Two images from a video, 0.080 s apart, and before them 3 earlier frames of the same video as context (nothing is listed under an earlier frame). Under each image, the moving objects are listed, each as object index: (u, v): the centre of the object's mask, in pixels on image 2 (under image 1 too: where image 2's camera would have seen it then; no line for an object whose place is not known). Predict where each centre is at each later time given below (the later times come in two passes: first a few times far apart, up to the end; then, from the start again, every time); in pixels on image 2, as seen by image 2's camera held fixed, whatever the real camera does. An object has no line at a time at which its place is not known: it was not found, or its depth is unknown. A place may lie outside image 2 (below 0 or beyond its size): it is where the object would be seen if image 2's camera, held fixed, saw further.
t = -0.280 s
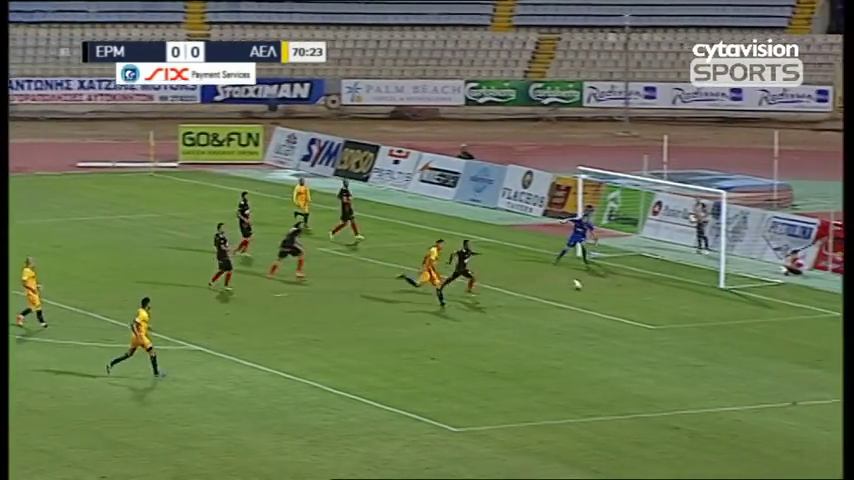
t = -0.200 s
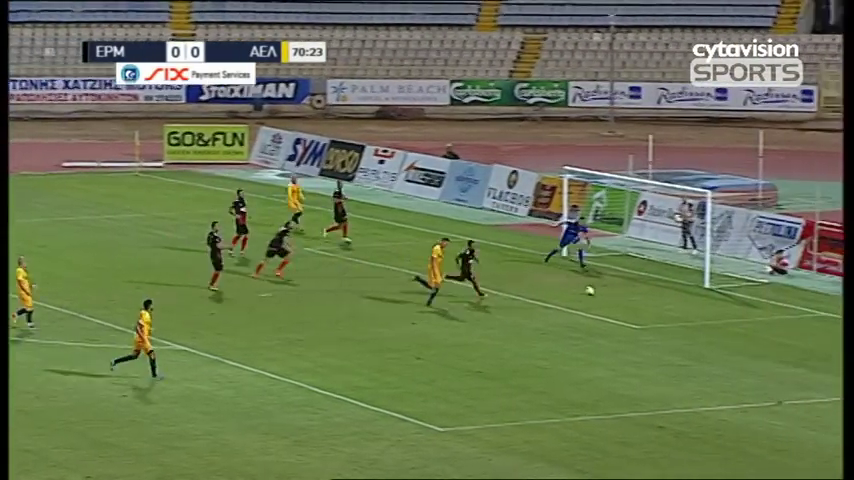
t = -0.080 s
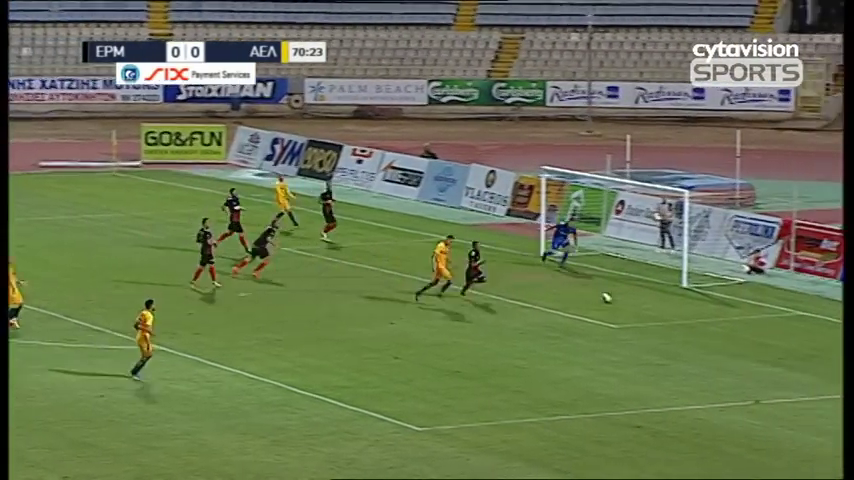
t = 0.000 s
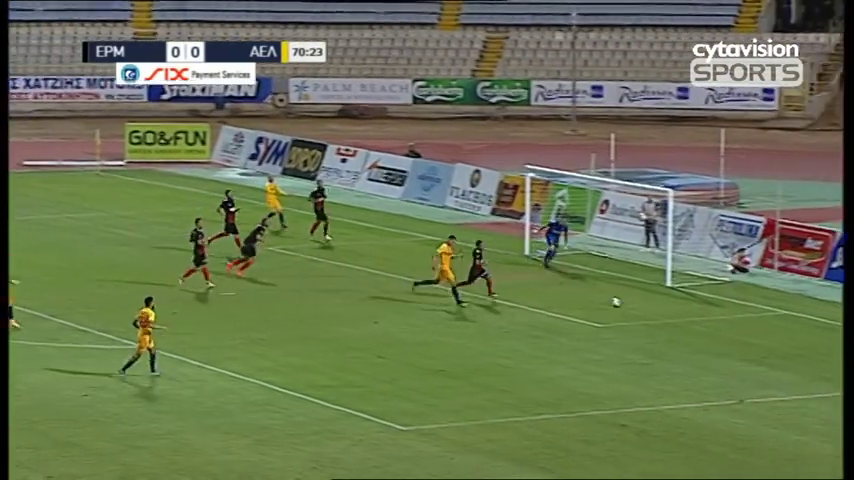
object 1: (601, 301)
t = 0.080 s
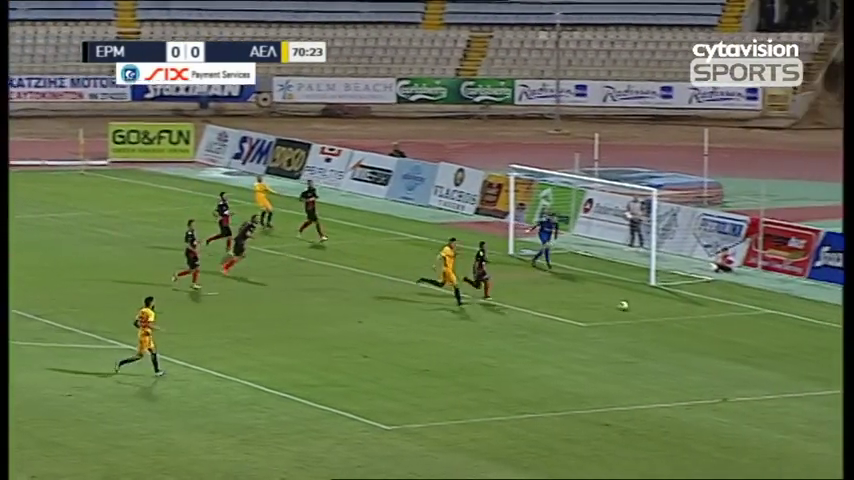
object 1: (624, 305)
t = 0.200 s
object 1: (659, 313)
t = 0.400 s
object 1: (713, 325)
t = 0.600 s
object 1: (763, 335)
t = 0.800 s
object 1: (808, 345)
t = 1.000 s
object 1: (851, 354)
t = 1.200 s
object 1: (892, 363)
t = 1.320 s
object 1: (917, 368)
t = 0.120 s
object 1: (636, 308)
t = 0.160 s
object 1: (648, 311)
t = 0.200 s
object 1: (659, 313)
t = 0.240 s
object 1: (674, 315)
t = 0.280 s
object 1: (682, 316)
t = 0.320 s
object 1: (693, 320)
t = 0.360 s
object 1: (703, 323)
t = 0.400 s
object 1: (713, 325)
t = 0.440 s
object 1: (724, 327)
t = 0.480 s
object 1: (733, 329)
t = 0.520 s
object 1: (743, 331)
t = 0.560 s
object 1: (753, 333)
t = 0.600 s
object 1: (763, 335)
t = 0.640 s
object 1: (772, 338)
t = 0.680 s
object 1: (781, 339)
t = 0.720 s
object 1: (791, 341)
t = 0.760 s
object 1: (799, 343)
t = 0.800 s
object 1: (808, 345)
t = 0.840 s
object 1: (817, 347)
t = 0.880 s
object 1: (826, 348)
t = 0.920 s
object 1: (834, 351)
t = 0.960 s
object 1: (843, 353)
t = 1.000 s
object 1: (851, 354)
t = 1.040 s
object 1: (858, 356)
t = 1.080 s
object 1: (867, 357)
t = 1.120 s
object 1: (876, 360)
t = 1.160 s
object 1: (884, 361)
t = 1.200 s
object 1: (892, 363)
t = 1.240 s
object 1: (901, 365)
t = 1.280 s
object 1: (908, 366)
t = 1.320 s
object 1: (917, 368)
